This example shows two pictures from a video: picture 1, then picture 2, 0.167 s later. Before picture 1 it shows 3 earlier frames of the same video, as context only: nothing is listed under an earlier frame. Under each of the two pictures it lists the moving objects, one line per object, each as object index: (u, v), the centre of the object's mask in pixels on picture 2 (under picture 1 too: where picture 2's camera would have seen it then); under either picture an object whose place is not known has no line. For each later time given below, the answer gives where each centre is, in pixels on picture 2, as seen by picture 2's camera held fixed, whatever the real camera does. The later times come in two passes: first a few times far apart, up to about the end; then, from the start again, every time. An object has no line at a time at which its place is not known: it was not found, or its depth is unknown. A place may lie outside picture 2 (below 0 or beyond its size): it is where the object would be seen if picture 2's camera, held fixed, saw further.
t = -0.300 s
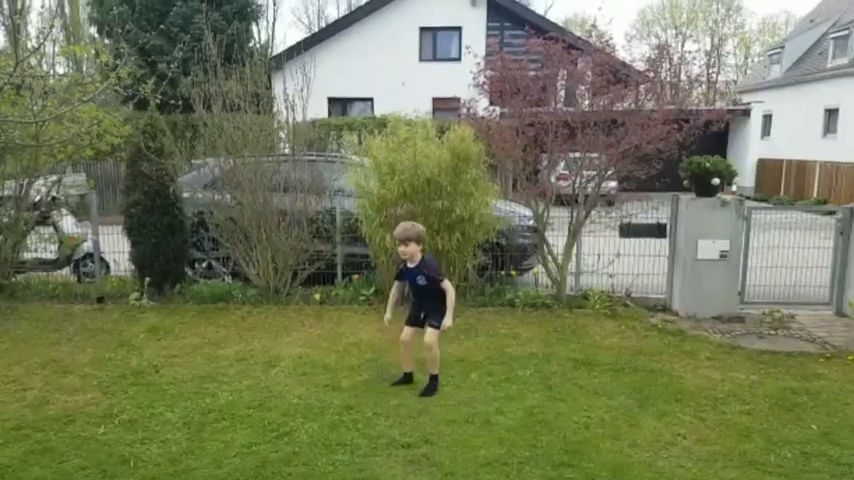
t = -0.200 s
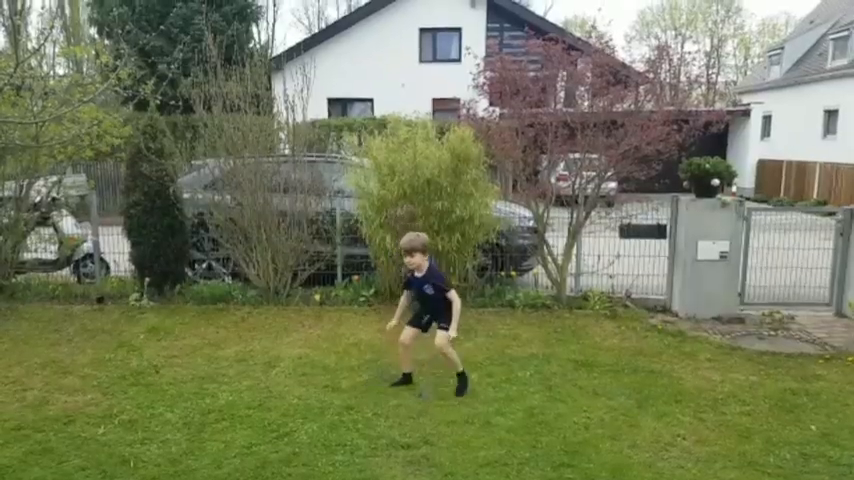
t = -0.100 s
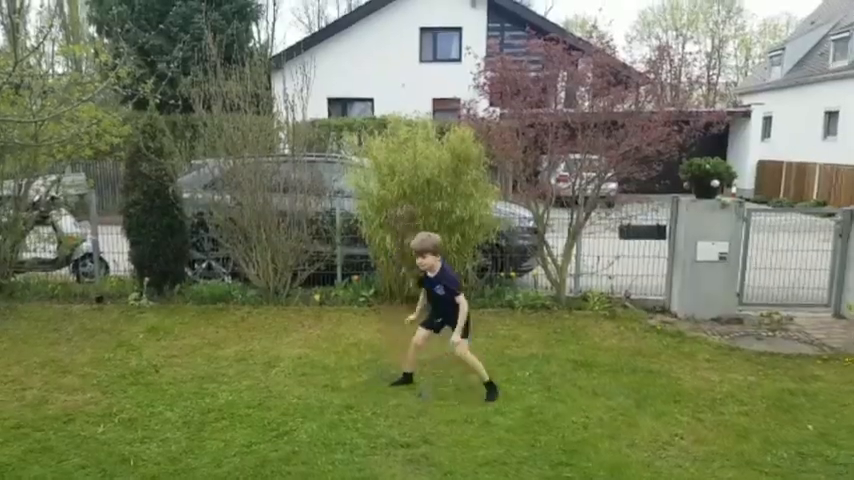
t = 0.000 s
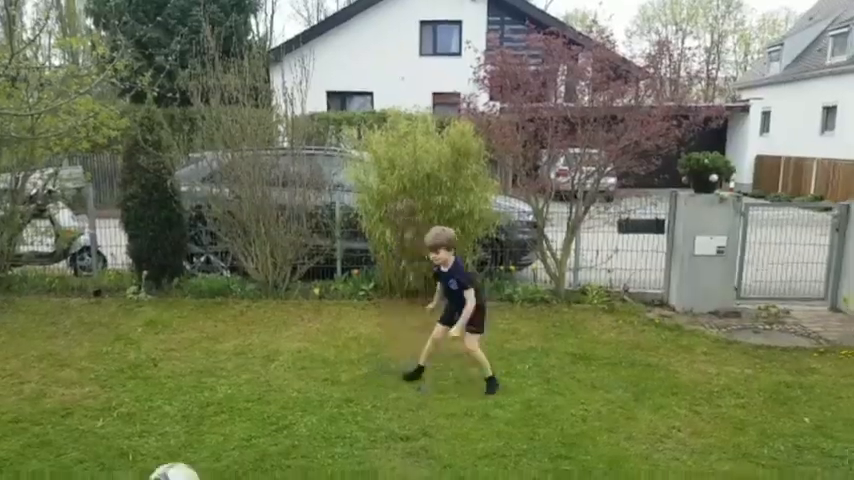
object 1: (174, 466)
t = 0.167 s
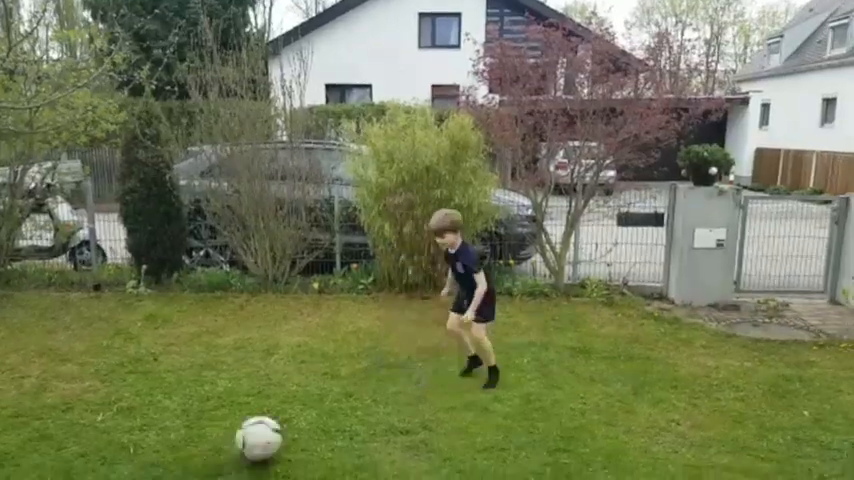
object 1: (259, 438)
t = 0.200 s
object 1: (272, 433)
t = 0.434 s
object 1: (358, 396)
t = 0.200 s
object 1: (272, 433)
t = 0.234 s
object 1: (287, 429)
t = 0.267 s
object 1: (300, 426)
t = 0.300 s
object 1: (314, 421)
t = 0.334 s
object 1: (326, 416)
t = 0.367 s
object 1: (337, 409)
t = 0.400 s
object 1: (348, 402)
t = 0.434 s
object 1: (358, 396)
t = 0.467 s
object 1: (368, 394)
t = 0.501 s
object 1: (378, 392)
